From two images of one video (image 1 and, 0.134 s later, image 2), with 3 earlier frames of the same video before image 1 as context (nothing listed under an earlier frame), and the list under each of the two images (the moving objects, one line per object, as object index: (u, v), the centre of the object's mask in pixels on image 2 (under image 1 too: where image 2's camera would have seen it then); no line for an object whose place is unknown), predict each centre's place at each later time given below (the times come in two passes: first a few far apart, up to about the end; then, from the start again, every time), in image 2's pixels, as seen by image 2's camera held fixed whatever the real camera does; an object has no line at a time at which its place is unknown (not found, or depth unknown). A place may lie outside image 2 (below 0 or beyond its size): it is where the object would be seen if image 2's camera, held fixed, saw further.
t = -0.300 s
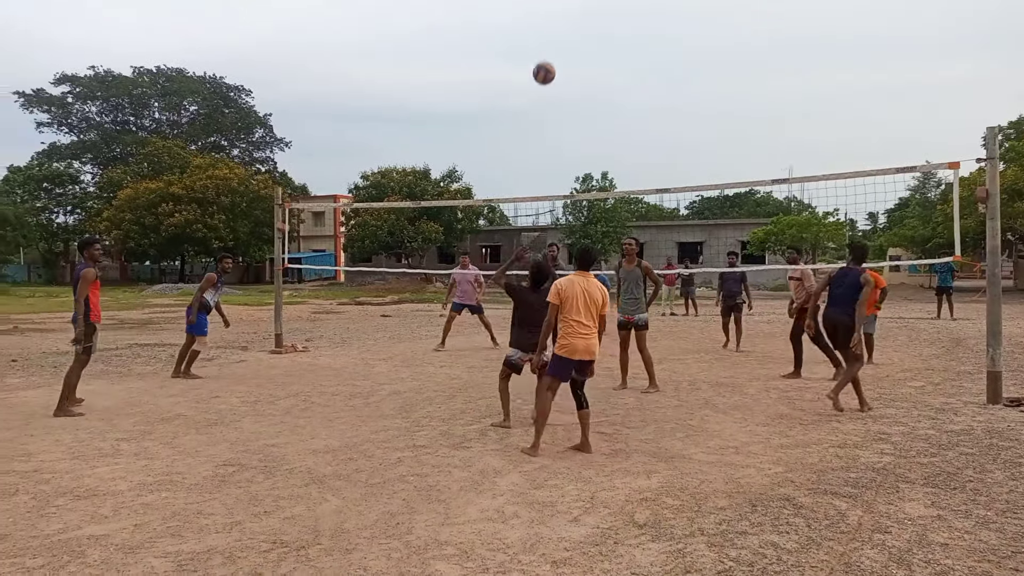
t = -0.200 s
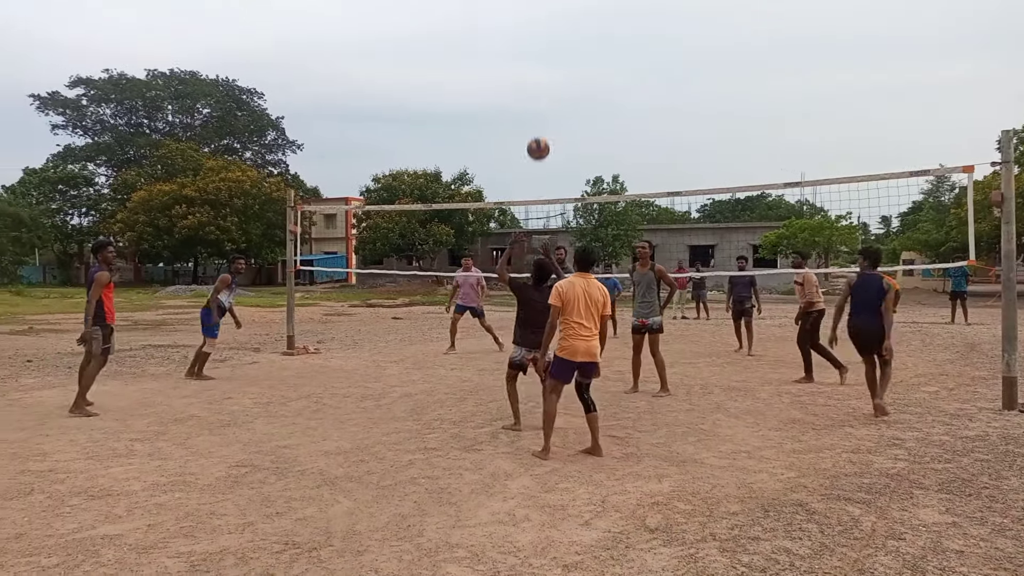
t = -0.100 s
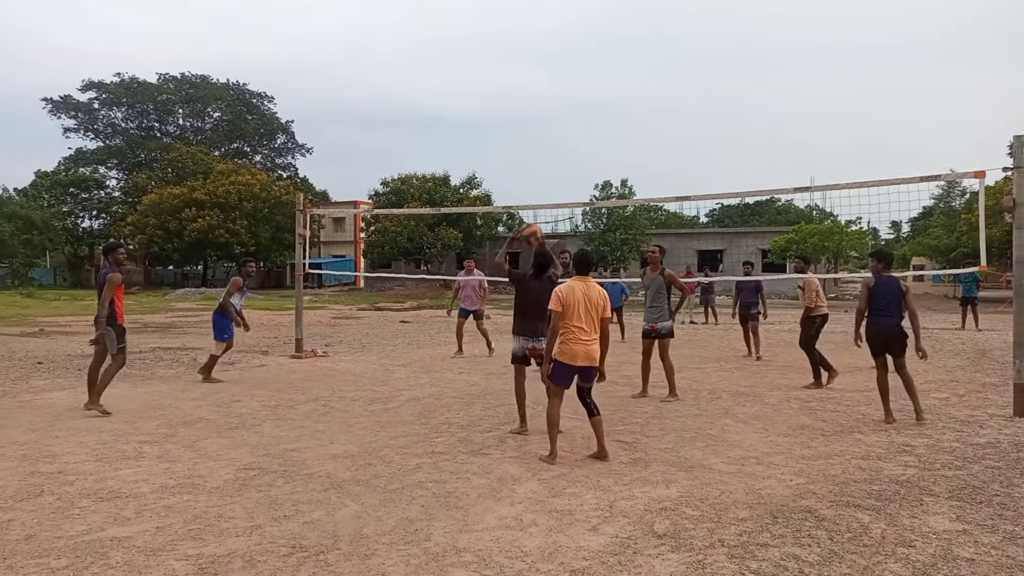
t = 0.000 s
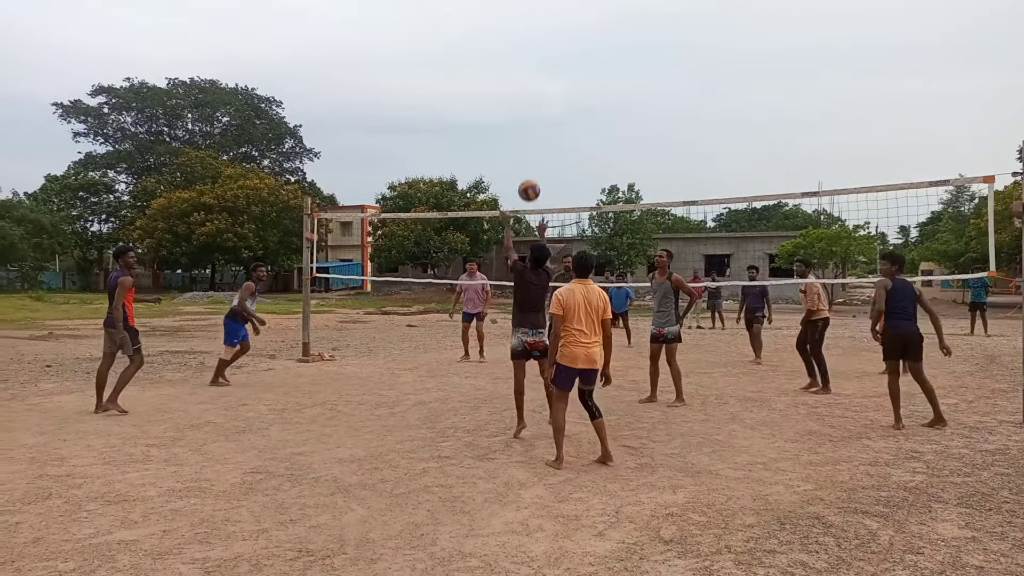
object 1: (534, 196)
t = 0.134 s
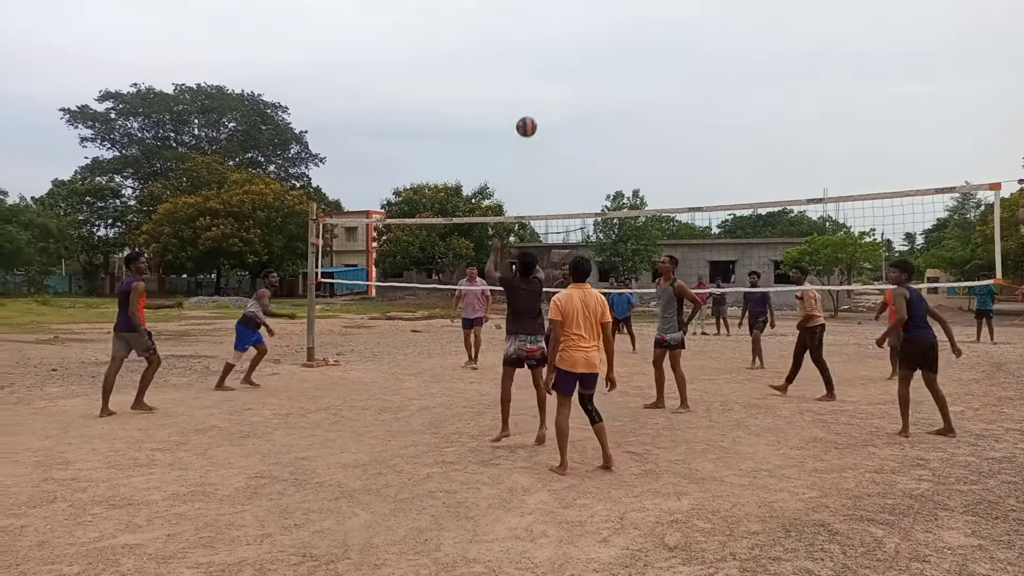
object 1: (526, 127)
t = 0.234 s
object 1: (521, 90)
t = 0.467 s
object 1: (509, 48)
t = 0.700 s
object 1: (498, 57)
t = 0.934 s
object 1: (488, 105)
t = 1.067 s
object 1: (482, 147)
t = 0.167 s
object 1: (525, 113)
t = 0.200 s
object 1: (523, 101)
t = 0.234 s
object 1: (521, 90)
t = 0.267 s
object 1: (520, 80)
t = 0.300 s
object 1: (518, 72)
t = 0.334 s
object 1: (516, 65)
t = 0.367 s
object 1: (514, 59)
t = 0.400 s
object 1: (513, 55)
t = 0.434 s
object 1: (512, 51)
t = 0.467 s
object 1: (509, 48)
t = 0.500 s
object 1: (508, 47)
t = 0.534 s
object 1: (506, 46)
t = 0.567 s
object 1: (504, 47)
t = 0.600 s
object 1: (503, 48)
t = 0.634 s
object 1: (502, 50)
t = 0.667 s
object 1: (500, 53)
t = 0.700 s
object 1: (498, 57)
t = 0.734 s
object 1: (497, 61)
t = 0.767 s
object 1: (495, 67)
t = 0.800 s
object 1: (494, 73)
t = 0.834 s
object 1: (493, 80)
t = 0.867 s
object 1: (491, 88)
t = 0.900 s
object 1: (489, 96)
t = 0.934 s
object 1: (488, 105)
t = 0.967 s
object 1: (487, 114)
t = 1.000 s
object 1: (485, 125)
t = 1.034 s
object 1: (484, 136)
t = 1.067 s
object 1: (482, 147)
